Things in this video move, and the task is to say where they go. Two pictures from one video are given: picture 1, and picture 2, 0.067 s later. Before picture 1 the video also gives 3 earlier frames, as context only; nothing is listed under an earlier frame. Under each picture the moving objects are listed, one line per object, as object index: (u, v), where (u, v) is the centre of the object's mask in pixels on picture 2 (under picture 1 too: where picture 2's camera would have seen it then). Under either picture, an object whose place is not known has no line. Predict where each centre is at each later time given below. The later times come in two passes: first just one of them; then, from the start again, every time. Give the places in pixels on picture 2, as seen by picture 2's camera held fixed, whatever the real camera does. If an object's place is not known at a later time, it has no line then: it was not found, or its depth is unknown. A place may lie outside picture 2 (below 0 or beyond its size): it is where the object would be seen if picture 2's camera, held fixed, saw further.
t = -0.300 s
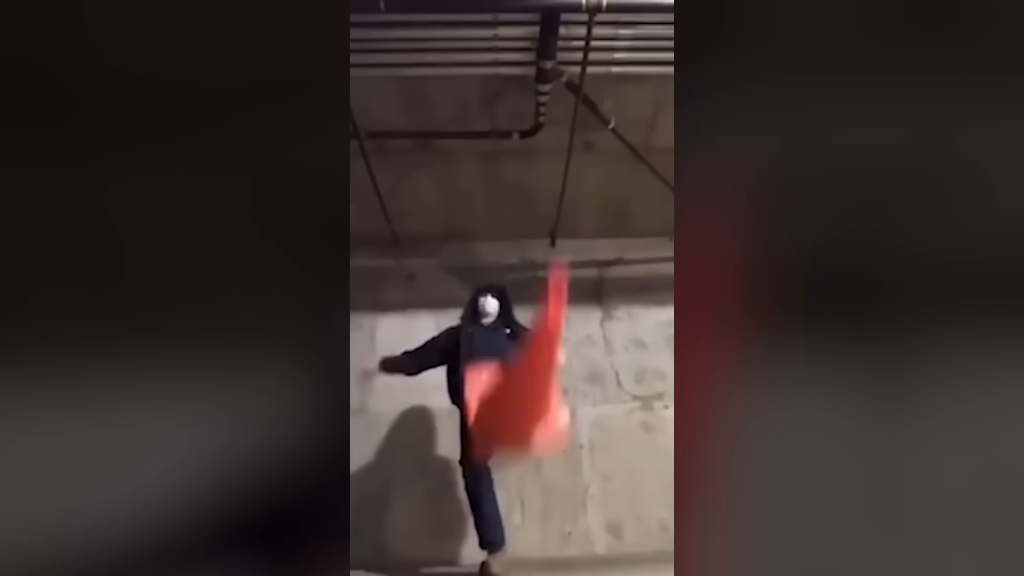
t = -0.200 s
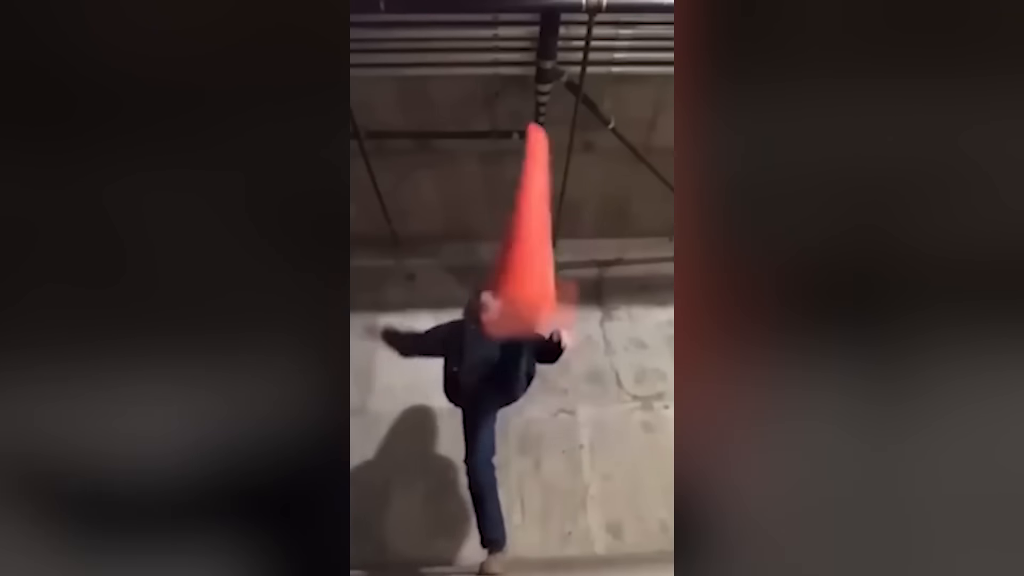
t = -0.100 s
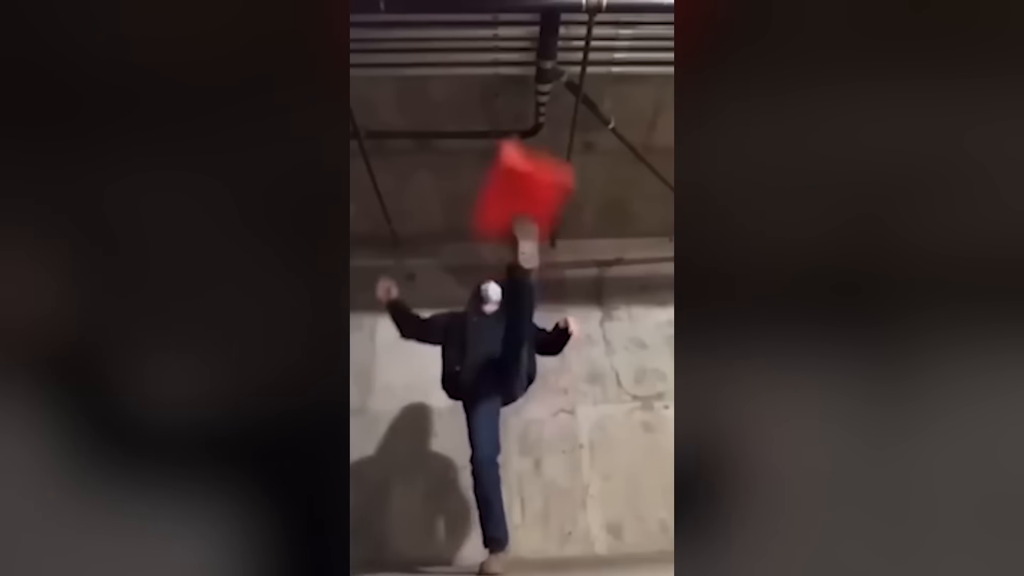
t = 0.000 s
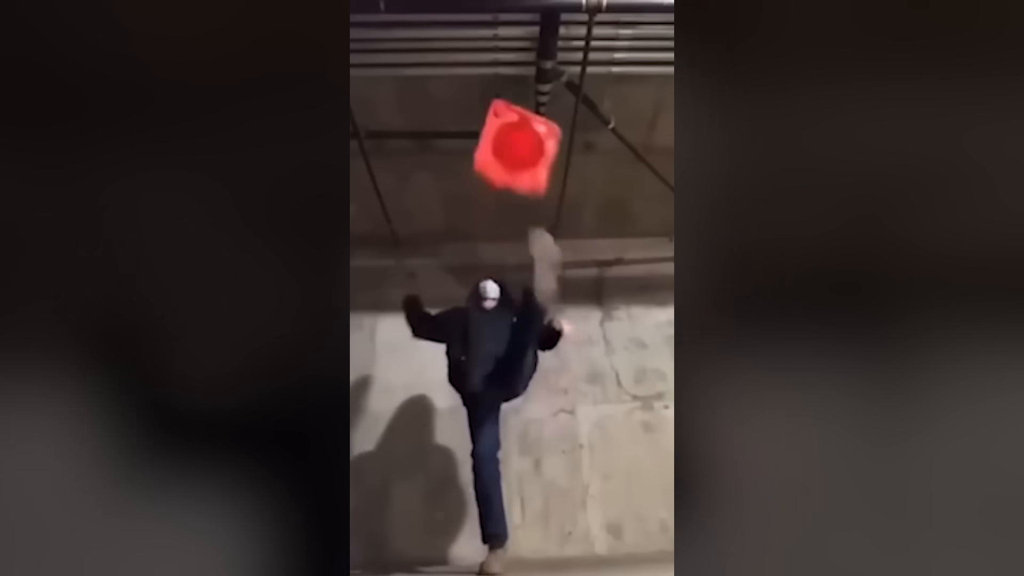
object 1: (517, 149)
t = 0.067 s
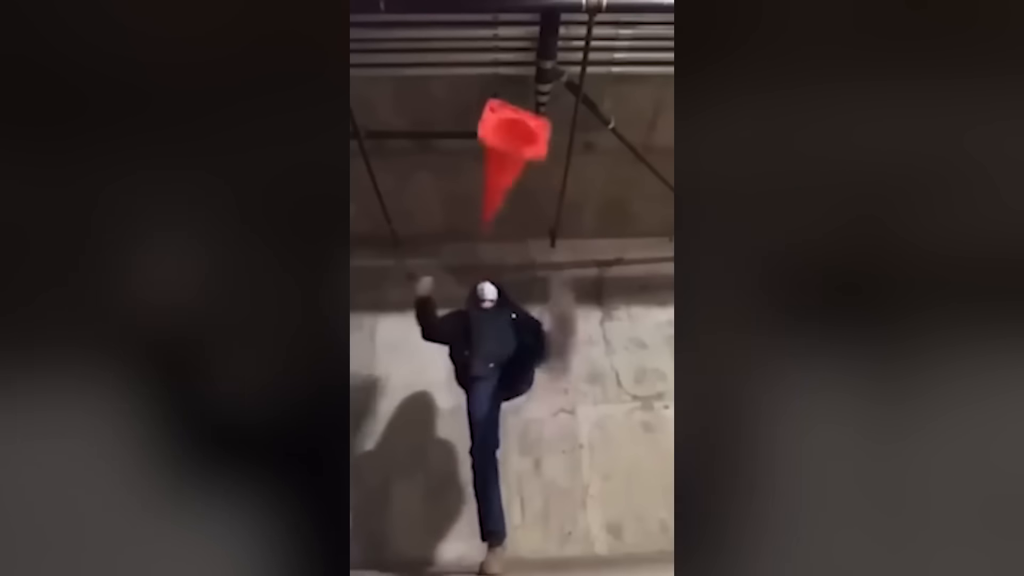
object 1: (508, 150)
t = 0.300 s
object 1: (502, 174)
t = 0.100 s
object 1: (505, 156)
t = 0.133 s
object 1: (502, 165)
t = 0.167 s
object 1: (502, 166)
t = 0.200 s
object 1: (502, 166)
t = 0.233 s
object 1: (501, 168)
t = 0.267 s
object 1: (501, 169)
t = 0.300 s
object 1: (502, 174)
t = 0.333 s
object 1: (499, 182)
